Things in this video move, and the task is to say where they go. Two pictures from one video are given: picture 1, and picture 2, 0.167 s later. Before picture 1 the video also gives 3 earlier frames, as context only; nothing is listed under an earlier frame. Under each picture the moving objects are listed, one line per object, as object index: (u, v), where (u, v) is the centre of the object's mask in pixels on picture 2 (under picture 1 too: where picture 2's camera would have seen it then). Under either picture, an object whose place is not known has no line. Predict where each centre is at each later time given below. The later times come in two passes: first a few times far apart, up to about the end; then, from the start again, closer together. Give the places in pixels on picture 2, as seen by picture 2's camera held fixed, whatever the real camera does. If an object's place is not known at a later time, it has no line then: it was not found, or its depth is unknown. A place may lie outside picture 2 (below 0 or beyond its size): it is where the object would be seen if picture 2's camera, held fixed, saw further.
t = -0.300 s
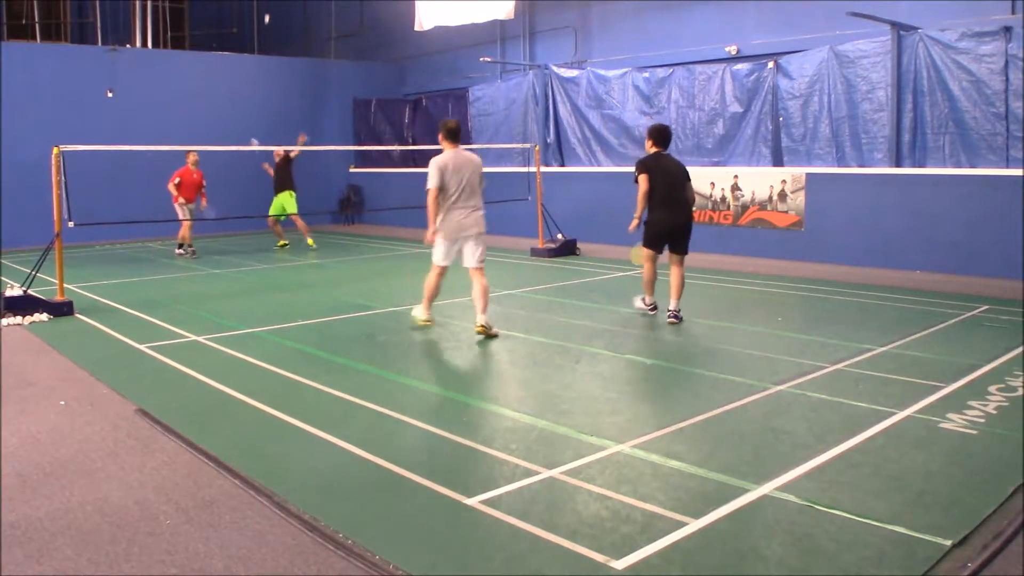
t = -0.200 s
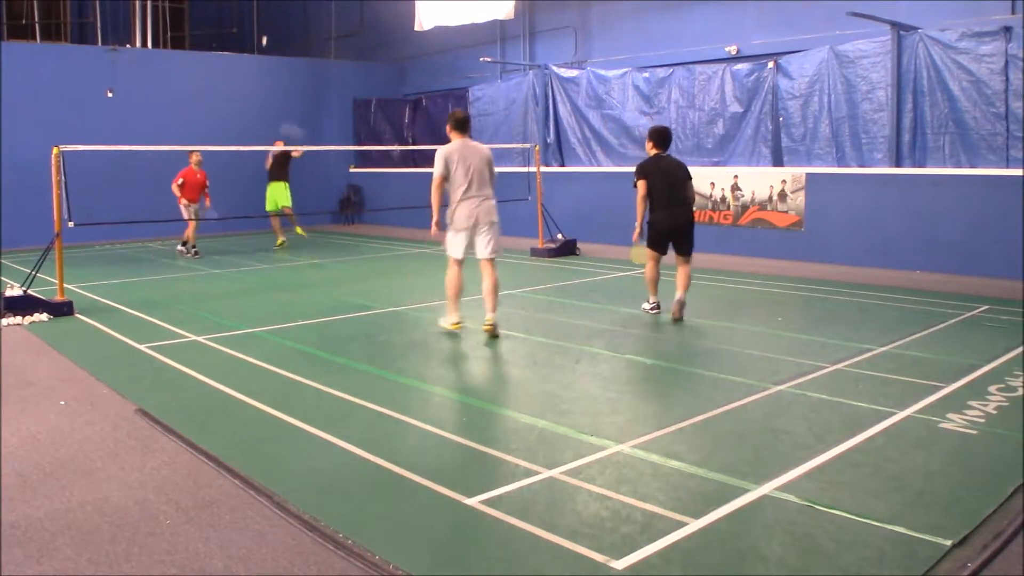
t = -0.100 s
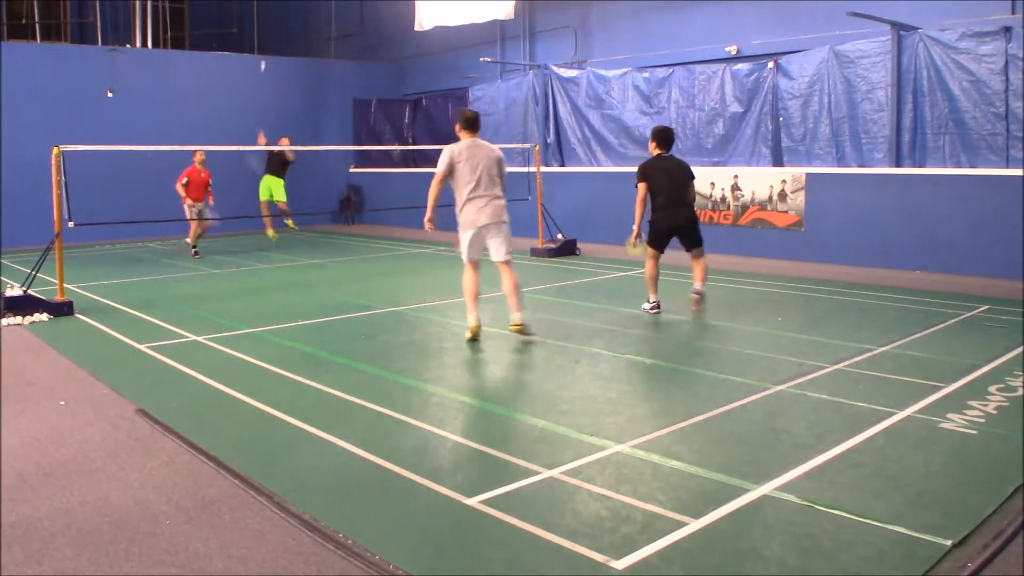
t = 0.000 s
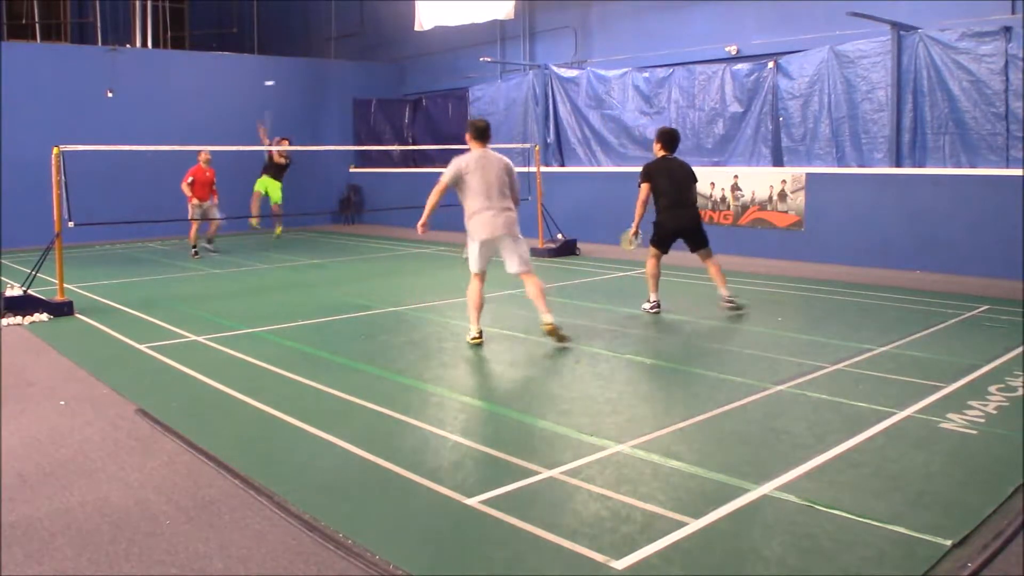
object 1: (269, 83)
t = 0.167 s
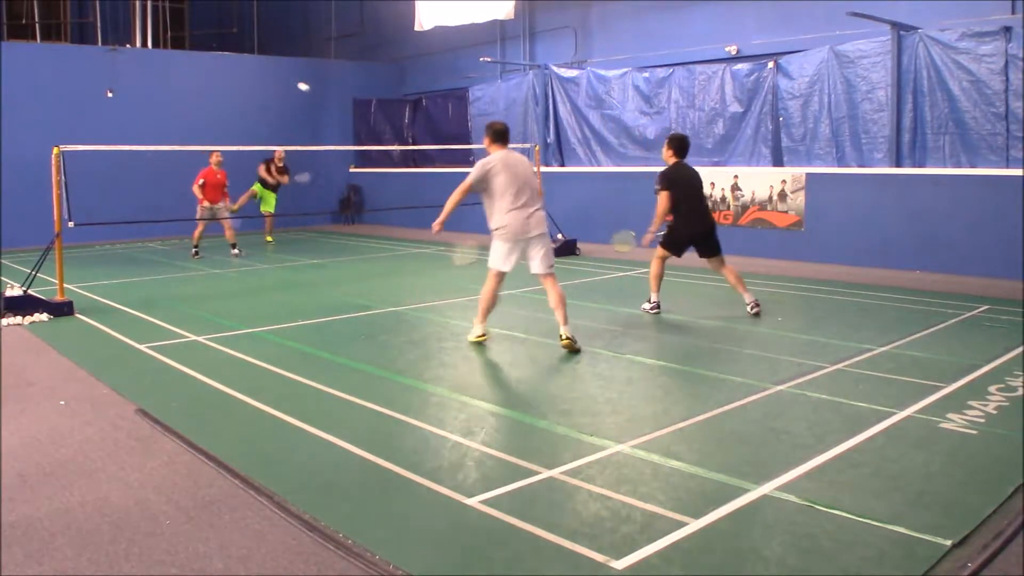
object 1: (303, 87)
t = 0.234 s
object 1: (317, 96)
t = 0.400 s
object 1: (352, 144)
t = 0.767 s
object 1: (448, 468)
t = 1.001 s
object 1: (475, 478)
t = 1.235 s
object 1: (512, 541)
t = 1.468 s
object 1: (536, 560)
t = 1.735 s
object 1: (535, 564)
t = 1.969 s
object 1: (536, 563)
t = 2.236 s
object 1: (537, 563)
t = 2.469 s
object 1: (535, 564)
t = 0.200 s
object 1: (310, 91)
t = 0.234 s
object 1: (317, 96)
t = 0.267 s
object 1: (323, 102)
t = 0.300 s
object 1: (331, 110)
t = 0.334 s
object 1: (338, 119)
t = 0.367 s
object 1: (345, 131)
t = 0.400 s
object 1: (352, 144)
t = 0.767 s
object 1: (448, 468)
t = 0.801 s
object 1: (453, 478)
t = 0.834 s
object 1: (454, 477)
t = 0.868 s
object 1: (459, 476)
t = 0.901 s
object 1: (464, 473)
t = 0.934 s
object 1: (469, 473)
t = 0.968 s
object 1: (472, 476)
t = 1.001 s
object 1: (475, 478)
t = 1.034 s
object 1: (480, 483)
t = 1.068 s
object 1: (487, 491)
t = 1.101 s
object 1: (494, 503)
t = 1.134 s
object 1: (499, 524)
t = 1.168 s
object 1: (504, 542)
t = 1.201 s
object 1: (509, 546)
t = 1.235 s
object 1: (512, 541)
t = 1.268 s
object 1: (515, 541)
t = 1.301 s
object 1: (518, 544)
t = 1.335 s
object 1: (521, 548)
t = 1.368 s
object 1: (525, 548)
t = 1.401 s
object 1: (529, 550)
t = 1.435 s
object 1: (533, 555)
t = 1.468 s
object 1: (536, 560)
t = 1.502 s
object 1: (536, 561)
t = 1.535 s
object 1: (536, 562)
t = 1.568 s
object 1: (536, 562)
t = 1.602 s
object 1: (536, 563)
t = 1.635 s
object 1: (536, 563)
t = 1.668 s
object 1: (535, 564)
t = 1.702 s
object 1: (535, 564)
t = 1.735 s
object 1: (535, 564)
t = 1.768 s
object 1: (534, 564)
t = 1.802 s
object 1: (534, 564)
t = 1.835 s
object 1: (534, 564)
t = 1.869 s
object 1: (535, 564)
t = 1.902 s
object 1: (535, 564)
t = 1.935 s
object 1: (536, 564)
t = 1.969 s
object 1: (536, 563)
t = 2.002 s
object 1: (536, 563)
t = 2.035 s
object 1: (536, 563)
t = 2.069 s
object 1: (537, 563)
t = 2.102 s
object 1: (537, 563)
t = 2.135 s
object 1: (537, 563)
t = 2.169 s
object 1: (537, 563)
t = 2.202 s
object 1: (537, 563)
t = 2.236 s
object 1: (537, 563)
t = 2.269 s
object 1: (536, 563)
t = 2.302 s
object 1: (536, 563)
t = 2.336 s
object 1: (536, 563)
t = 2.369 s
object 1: (536, 563)
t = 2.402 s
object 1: (536, 564)
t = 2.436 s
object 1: (535, 564)
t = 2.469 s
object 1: (535, 564)
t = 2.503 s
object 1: (535, 564)
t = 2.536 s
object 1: (535, 564)
